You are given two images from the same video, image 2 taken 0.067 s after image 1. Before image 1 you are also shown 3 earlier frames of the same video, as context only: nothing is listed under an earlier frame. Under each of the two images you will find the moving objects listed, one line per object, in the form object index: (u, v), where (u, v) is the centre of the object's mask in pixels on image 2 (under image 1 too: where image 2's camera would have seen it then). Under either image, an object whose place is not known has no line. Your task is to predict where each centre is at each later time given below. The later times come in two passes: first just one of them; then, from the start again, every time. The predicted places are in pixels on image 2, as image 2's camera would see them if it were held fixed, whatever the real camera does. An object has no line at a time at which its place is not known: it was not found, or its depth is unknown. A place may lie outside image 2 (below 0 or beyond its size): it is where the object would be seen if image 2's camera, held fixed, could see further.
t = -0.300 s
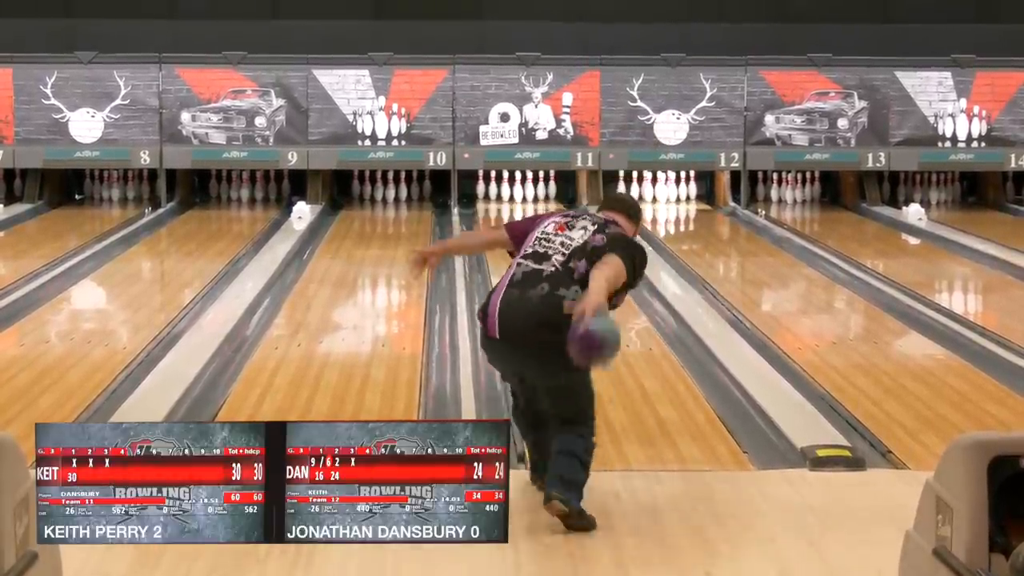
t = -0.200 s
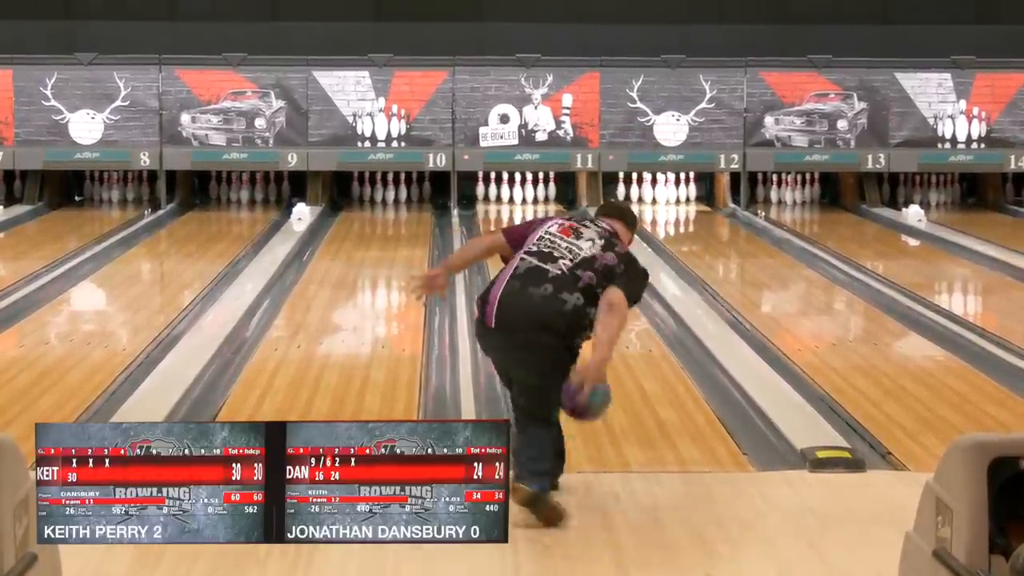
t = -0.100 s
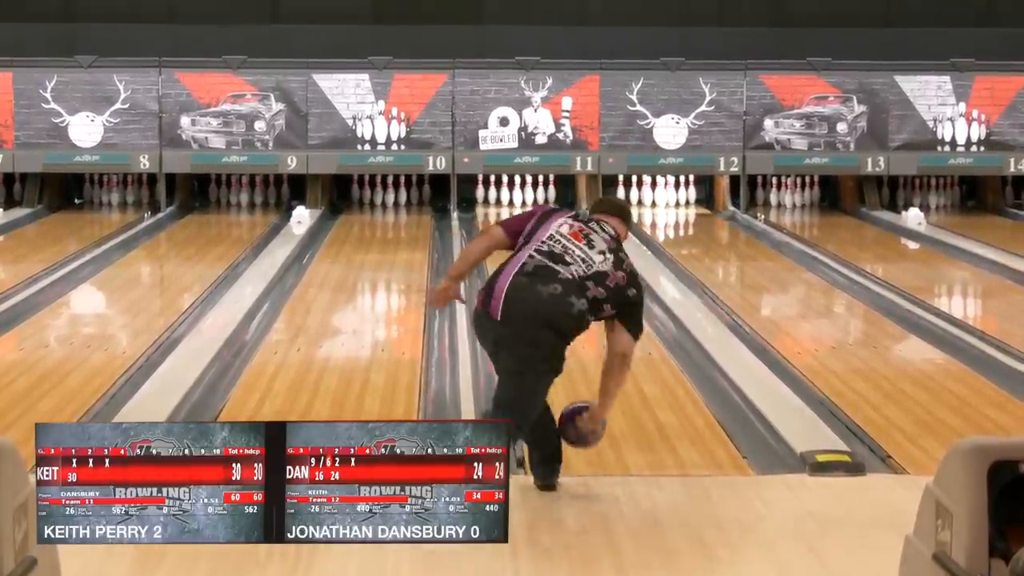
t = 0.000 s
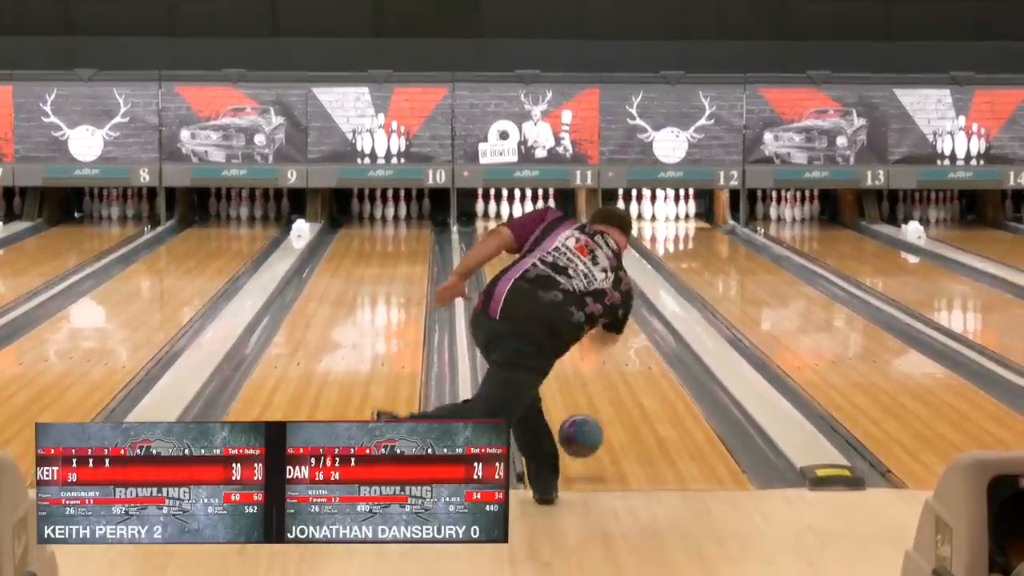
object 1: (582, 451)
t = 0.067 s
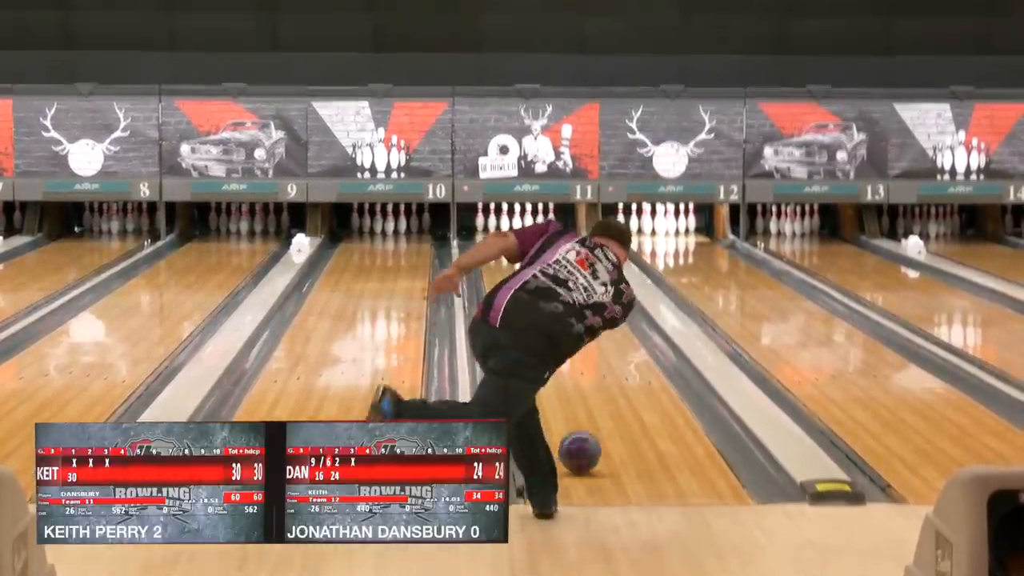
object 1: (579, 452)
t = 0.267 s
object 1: (575, 406)
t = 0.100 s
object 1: (578, 443)
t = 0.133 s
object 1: (577, 434)
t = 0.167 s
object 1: (576, 427)
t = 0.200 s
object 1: (576, 420)
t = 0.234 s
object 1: (576, 413)
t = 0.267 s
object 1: (575, 406)
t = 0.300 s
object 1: (574, 400)
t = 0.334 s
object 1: (574, 394)
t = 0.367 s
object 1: (573, 388)
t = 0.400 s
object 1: (573, 382)
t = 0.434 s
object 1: (573, 376)
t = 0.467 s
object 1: (573, 371)
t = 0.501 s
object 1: (574, 367)
